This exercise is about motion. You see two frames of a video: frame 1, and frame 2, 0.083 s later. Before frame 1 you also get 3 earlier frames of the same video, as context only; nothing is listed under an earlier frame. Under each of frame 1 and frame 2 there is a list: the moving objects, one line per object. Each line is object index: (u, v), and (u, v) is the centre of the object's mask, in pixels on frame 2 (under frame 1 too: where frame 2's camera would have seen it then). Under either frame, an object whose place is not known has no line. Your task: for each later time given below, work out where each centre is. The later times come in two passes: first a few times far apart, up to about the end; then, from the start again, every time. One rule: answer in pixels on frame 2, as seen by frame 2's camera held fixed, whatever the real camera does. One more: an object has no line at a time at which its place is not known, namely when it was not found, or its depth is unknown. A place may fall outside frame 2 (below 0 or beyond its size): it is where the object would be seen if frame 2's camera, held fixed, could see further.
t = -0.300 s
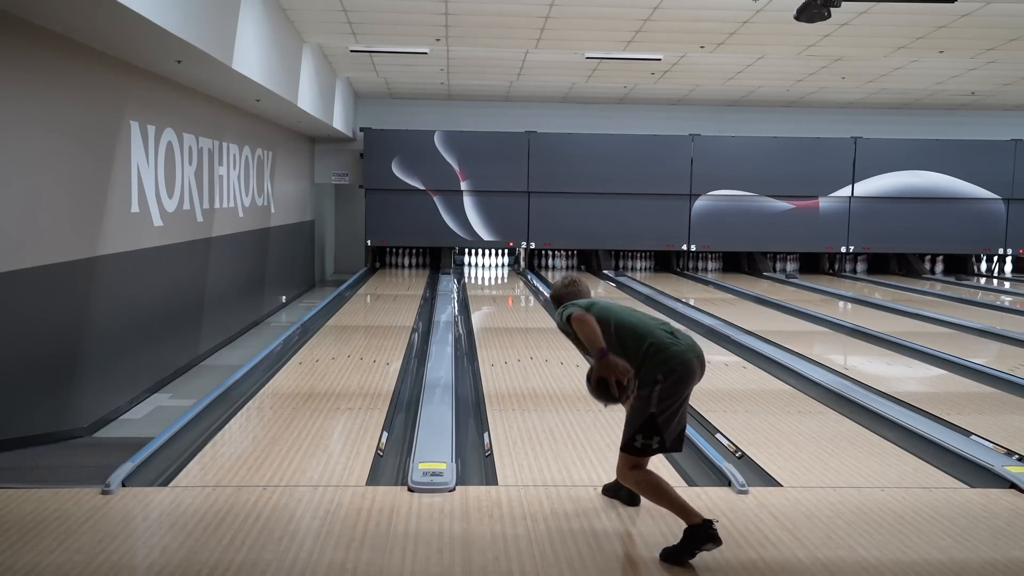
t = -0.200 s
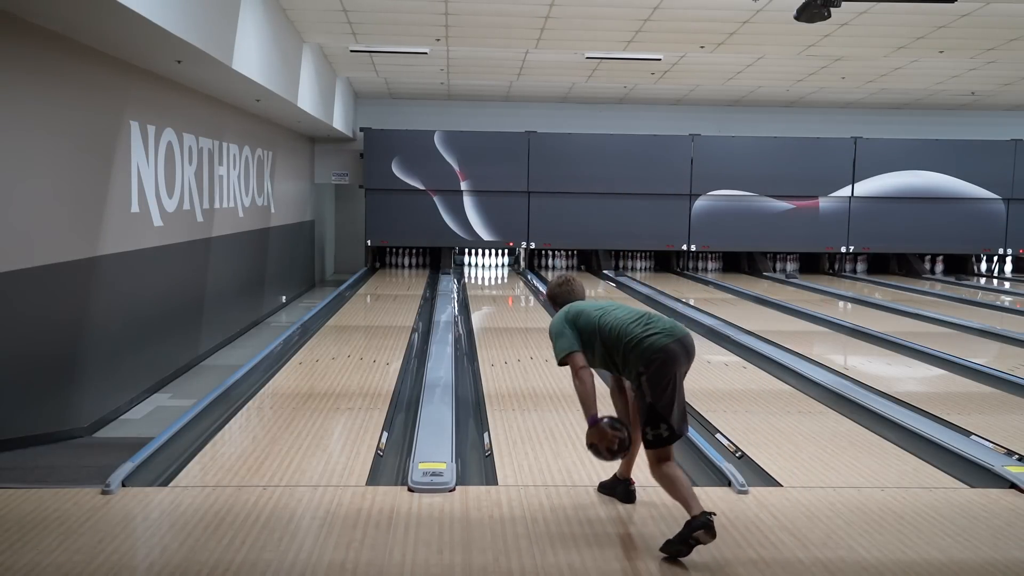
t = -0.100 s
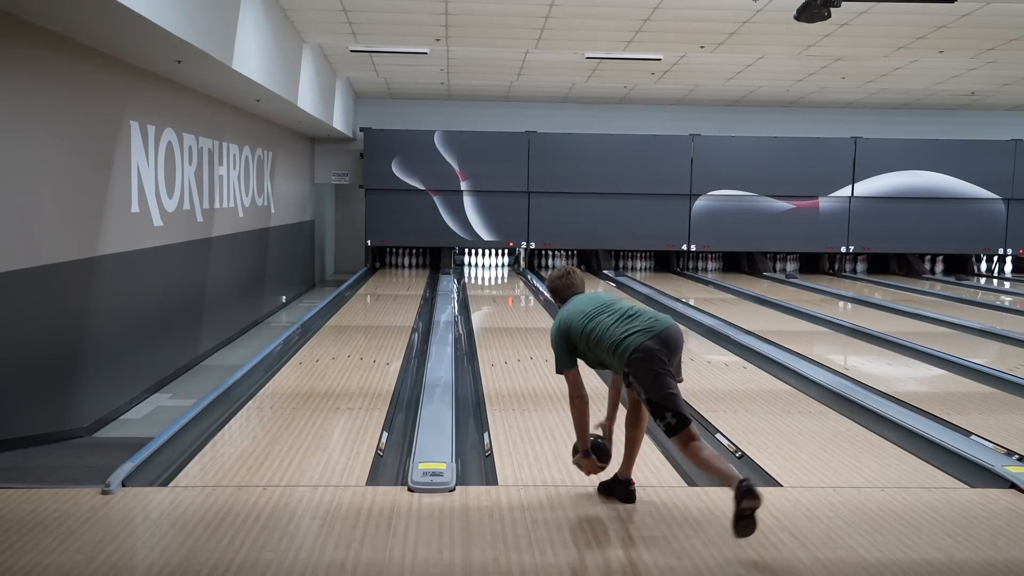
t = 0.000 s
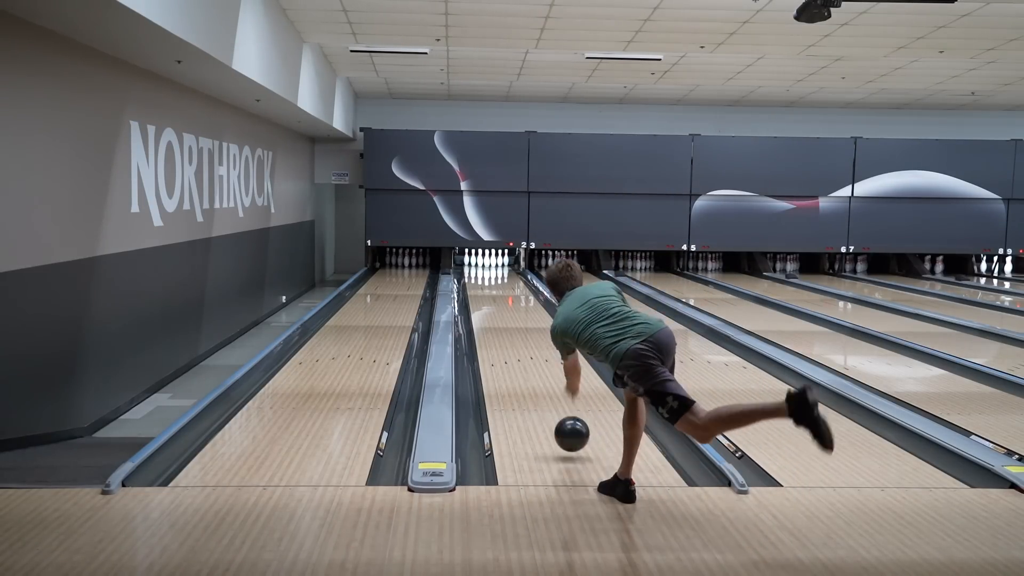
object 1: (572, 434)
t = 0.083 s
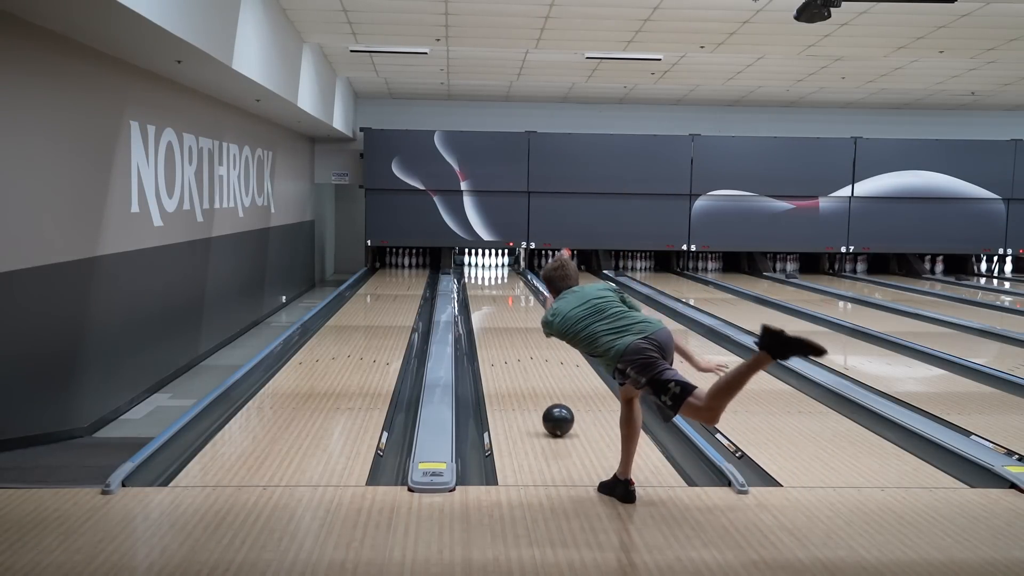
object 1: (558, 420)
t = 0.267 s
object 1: (536, 383)
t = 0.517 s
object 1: (516, 349)
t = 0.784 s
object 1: (501, 324)
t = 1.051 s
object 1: (491, 306)
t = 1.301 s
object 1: (485, 294)
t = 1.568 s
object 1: (480, 283)
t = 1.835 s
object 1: (477, 275)
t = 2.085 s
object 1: (477, 269)
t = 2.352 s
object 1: (479, 264)
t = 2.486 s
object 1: (478, 261)
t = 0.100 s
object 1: (556, 416)
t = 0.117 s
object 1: (553, 412)
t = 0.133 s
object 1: (551, 408)
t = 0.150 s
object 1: (549, 405)
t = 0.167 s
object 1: (547, 401)
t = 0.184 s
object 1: (545, 398)
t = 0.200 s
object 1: (543, 395)
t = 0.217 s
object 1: (541, 392)
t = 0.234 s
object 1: (539, 389)
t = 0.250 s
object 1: (538, 386)
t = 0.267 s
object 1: (536, 383)
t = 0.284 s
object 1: (534, 380)
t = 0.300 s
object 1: (532, 377)
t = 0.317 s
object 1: (531, 375)
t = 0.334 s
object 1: (530, 372)
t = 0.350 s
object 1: (528, 370)
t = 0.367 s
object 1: (527, 368)
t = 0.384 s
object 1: (525, 365)
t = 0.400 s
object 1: (524, 363)
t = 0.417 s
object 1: (523, 361)
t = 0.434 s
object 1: (521, 359)
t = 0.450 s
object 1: (520, 357)
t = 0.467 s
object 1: (519, 354)
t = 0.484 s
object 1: (518, 353)
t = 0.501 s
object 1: (517, 350)
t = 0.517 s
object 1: (516, 349)
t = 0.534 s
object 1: (515, 347)
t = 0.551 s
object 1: (514, 345)
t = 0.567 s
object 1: (512, 343)
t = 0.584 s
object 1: (511, 341)
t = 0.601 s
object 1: (511, 340)
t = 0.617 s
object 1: (510, 338)
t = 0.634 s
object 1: (508, 337)
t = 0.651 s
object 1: (508, 335)
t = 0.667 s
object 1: (507, 333)
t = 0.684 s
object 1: (506, 332)
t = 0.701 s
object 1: (505, 330)
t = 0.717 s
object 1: (504, 329)
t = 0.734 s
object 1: (504, 327)
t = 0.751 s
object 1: (503, 326)
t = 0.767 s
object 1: (502, 325)
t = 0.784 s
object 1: (501, 324)
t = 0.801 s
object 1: (500, 322)
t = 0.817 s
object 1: (500, 321)
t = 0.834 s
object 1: (499, 320)
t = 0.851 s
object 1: (499, 319)
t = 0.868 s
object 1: (498, 318)
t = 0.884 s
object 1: (497, 316)
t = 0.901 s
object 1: (496, 315)
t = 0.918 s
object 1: (496, 314)
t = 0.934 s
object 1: (495, 313)
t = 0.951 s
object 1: (495, 312)
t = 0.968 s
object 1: (494, 311)
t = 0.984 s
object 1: (493, 310)
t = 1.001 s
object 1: (493, 309)
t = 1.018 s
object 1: (492, 308)
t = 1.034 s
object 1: (492, 307)
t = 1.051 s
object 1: (491, 306)
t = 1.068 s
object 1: (491, 305)
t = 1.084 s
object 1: (490, 304)
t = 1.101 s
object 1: (490, 303)
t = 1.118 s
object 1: (489, 302)
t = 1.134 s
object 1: (489, 301)
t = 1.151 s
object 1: (488, 301)
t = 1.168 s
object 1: (488, 300)
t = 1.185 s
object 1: (487, 299)
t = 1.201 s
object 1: (487, 298)
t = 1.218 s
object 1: (487, 298)
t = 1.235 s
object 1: (486, 297)
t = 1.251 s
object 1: (486, 296)
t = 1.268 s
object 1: (485, 295)
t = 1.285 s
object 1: (485, 295)
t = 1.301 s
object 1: (485, 294)
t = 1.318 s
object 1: (484, 293)
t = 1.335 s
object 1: (484, 292)
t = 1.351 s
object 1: (484, 292)
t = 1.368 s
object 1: (483, 291)
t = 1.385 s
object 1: (483, 290)
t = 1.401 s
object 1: (483, 290)
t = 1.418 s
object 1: (482, 289)
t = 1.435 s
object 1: (482, 288)
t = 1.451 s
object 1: (482, 287)
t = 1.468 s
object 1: (482, 287)
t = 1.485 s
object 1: (481, 286)
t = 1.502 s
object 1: (481, 285)
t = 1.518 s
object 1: (481, 285)
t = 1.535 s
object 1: (480, 284)
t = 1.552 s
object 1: (480, 284)
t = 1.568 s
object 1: (480, 283)
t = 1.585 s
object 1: (479, 282)
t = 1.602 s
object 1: (479, 282)
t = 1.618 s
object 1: (479, 281)
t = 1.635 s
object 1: (479, 281)
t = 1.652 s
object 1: (479, 280)
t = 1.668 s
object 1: (478, 280)
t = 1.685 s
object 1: (478, 279)
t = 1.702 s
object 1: (478, 279)
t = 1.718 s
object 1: (478, 278)
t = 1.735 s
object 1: (478, 277)
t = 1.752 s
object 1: (477, 277)
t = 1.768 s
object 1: (477, 277)
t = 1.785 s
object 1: (478, 276)
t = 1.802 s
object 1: (477, 276)
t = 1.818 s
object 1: (477, 275)
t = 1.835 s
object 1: (477, 275)
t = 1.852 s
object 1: (477, 274)
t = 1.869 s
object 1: (477, 274)
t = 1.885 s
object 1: (477, 273)
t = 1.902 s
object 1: (477, 273)
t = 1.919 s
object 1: (477, 272)
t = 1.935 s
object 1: (477, 272)
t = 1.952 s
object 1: (477, 271)
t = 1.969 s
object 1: (477, 271)
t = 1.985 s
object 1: (477, 271)
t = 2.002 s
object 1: (477, 271)
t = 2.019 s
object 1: (477, 270)
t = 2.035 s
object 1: (477, 270)
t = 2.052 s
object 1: (477, 270)
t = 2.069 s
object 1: (477, 269)
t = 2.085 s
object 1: (477, 269)
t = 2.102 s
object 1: (477, 269)
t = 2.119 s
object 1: (477, 268)
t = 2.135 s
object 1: (477, 268)
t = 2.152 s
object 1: (477, 267)
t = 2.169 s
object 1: (477, 267)
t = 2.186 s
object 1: (478, 267)
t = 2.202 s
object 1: (478, 266)
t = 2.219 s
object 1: (478, 266)
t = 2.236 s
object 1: (478, 265)
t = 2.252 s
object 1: (478, 265)
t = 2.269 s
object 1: (478, 265)
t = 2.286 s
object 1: (478, 264)
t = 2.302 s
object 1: (478, 264)
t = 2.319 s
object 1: (479, 264)
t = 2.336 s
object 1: (479, 264)
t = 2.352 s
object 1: (479, 264)
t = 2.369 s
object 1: (479, 263)
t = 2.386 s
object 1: (479, 262)
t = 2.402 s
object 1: (479, 262)
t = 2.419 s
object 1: (478, 262)
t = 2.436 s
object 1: (478, 262)
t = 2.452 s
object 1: (478, 262)
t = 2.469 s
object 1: (478, 261)
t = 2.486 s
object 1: (478, 261)
